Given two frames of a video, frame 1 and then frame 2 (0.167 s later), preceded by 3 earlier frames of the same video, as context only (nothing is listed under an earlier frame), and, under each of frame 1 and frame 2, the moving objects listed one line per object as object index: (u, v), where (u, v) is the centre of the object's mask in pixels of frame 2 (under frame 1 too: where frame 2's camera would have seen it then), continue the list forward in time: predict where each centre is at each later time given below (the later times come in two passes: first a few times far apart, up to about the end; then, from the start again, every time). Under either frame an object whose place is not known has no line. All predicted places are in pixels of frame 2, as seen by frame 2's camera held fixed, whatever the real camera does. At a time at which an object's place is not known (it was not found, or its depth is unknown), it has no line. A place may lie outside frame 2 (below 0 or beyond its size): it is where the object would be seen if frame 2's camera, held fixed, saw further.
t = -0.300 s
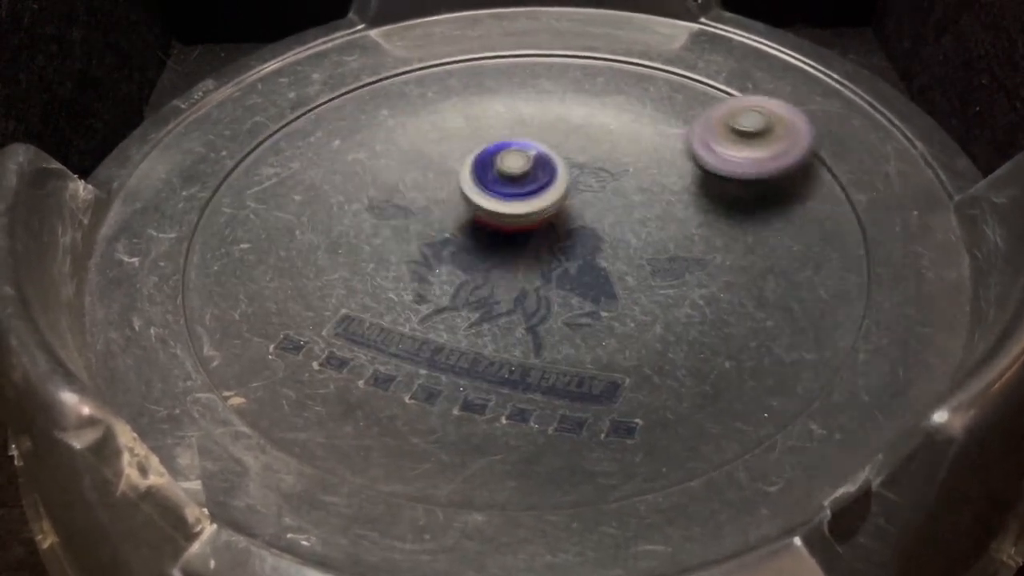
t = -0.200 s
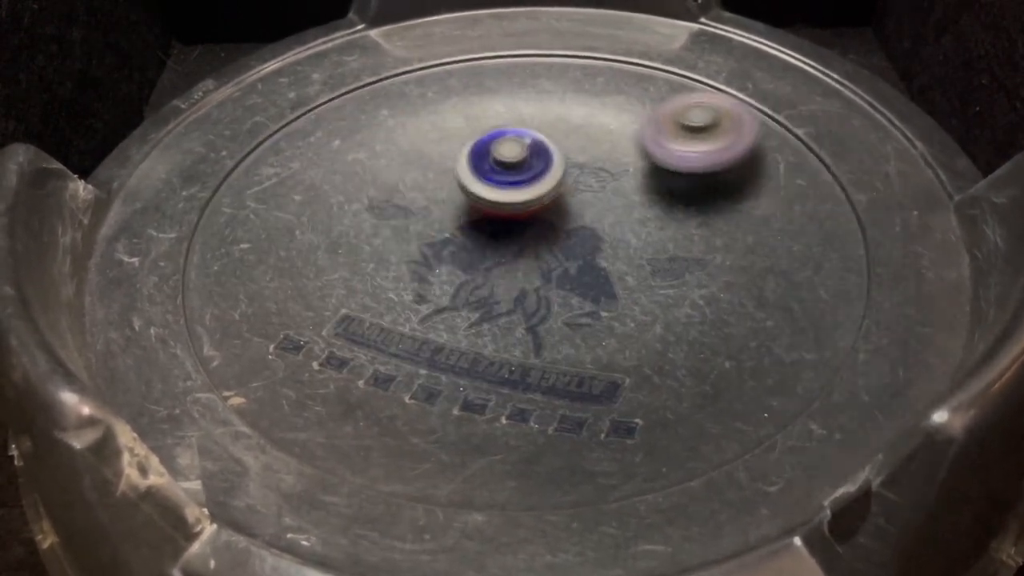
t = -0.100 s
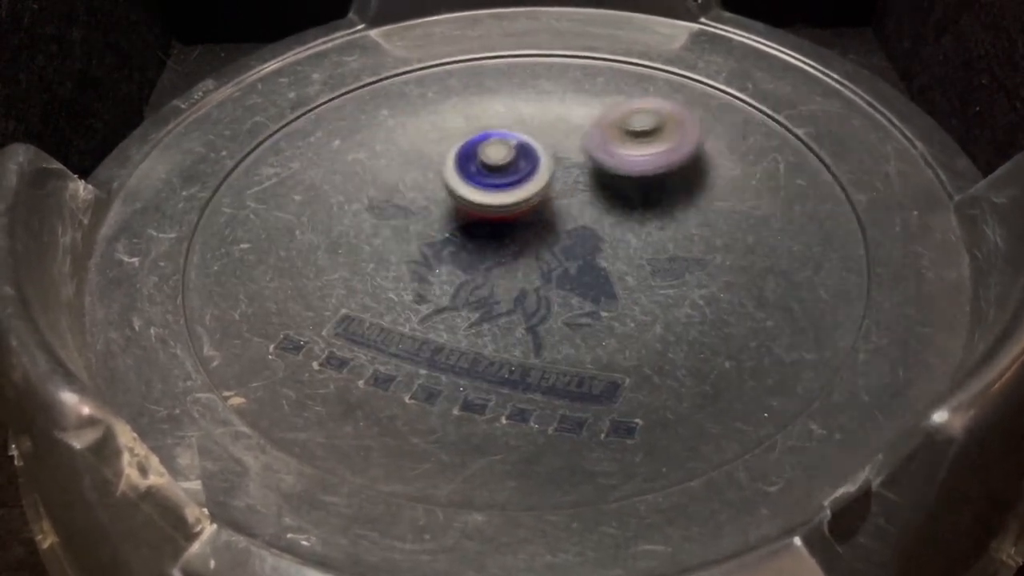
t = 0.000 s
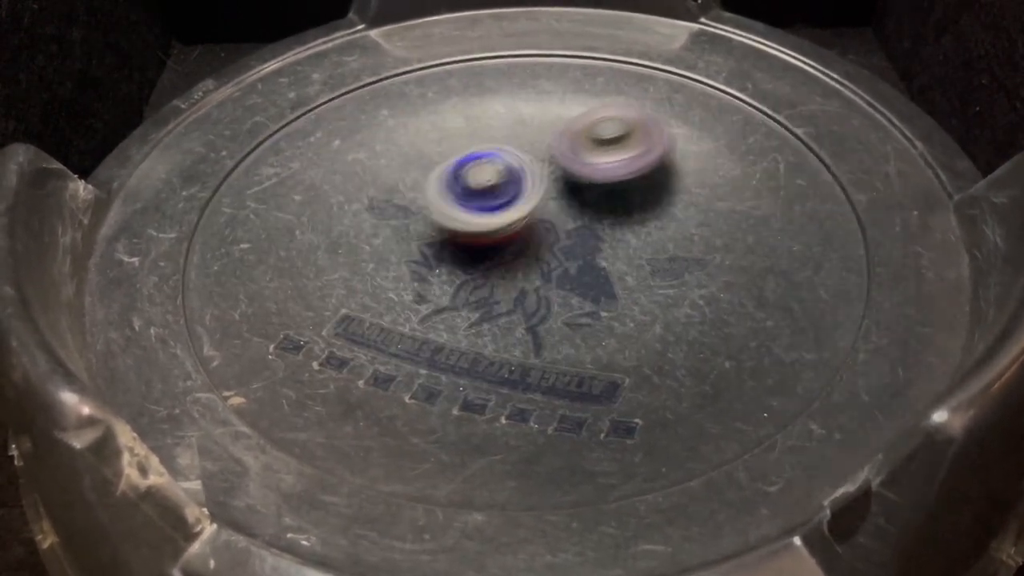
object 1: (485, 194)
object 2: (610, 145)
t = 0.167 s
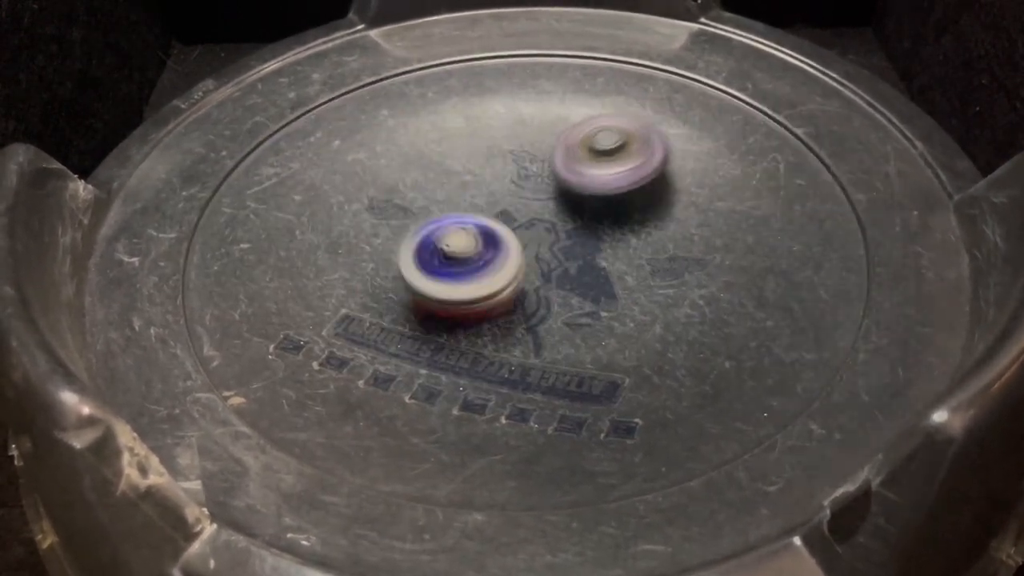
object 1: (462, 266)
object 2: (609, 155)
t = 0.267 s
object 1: (520, 289)
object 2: (575, 173)
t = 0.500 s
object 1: (670, 249)
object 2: (487, 212)
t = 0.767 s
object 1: (628, 172)
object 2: (397, 290)
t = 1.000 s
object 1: (481, 240)
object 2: (479, 360)
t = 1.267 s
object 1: (462, 305)
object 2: (621, 379)
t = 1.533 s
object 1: (497, 261)
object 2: (674, 296)
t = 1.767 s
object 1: (398, 240)
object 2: (611, 238)
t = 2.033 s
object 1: (363, 299)
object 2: (604, 160)
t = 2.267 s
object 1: (458, 350)
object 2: (503, 71)
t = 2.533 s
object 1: (546, 223)
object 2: (349, 116)
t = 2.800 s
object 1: (440, 142)
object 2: (313, 230)
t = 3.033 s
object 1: (399, 205)
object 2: (410, 305)
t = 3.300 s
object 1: (552, 196)
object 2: (603, 329)
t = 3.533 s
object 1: (567, 147)
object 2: (682, 260)
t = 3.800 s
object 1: (521, 219)
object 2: (666, 205)
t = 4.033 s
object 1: (512, 306)
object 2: (650, 173)
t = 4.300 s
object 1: (612, 276)
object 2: (580, 175)
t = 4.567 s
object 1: (525, 268)
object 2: (482, 171)
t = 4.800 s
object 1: (479, 299)
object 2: (433, 214)
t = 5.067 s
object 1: (538, 289)
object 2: (407, 246)
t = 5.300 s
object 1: (552, 226)
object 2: (407, 269)
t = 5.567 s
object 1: (461, 202)
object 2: (430, 292)
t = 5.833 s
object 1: (461, 152)
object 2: (480, 383)
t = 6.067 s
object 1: (486, 203)
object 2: (563, 355)
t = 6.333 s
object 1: (589, 208)
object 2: (605, 310)
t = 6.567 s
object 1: (566, 169)
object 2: (595, 271)
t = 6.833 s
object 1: (470, 162)
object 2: (571, 283)
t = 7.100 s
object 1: (438, 244)
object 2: (574, 265)
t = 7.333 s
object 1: (431, 288)
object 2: (599, 251)
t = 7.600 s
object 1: (510, 291)
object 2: (595, 215)
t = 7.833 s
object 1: (507, 280)
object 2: (563, 184)
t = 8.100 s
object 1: (479, 264)
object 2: (526, 161)
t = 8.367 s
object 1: (478, 257)
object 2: (490, 168)
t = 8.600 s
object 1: (508, 277)
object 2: (480, 159)
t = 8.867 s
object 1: (553, 278)
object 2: (464, 191)
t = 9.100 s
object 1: (560, 255)
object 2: (459, 212)
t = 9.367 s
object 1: (591, 252)
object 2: (454, 233)
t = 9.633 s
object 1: (585, 249)
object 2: (457, 256)
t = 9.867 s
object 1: (588, 239)
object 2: (463, 271)
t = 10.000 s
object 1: (581, 231)
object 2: (464, 278)
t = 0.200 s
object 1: (477, 277)
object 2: (598, 160)
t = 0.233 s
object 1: (498, 283)
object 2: (587, 166)
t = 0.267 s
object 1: (520, 289)
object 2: (575, 173)
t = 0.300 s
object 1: (541, 290)
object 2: (565, 180)
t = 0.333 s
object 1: (567, 288)
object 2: (554, 187)
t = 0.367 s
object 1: (587, 283)
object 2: (544, 195)
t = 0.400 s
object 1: (606, 274)
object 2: (537, 202)
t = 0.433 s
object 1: (621, 263)
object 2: (529, 210)
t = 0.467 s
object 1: (637, 253)
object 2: (517, 216)
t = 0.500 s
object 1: (670, 249)
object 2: (487, 212)
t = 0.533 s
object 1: (690, 240)
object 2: (460, 211)
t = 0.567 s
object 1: (701, 228)
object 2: (441, 214)
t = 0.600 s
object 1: (703, 216)
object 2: (427, 221)
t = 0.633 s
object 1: (700, 205)
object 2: (416, 233)
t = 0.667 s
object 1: (690, 191)
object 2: (408, 247)
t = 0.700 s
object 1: (674, 181)
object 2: (403, 261)
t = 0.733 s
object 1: (655, 175)
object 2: (398, 275)
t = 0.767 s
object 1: (628, 172)
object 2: (397, 290)
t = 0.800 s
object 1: (602, 173)
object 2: (400, 304)
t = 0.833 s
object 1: (577, 179)
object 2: (406, 316)
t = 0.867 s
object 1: (552, 188)
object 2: (415, 328)
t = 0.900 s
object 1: (530, 198)
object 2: (429, 339)
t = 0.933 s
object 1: (510, 210)
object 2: (445, 348)
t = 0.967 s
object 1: (495, 225)
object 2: (463, 355)
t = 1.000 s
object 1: (481, 240)
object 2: (479, 360)
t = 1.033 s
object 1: (472, 256)
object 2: (493, 363)
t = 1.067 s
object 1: (467, 269)
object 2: (506, 365)
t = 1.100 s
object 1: (462, 273)
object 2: (526, 378)
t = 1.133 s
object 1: (458, 273)
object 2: (550, 390)
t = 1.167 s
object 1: (455, 278)
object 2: (572, 395)
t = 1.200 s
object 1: (453, 287)
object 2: (591, 392)
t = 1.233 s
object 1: (455, 297)
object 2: (607, 387)
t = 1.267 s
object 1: (462, 305)
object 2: (621, 379)
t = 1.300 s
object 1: (476, 314)
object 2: (632, 368)
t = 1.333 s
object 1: (491, 317)
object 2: (640, 357)
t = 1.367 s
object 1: (509, 315)
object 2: (646, 347)
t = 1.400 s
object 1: (514, 306)
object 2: (664, 338)
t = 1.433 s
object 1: (516, 296)
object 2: (672, 327)
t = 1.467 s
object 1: (513, 285)
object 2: (676, 317)
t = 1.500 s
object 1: (505, 272)
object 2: (676, 306)
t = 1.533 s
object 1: (497, 261)
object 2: (674, 296)
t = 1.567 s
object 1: (483, 252)
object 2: (671, 285)
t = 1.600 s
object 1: (468, 245)
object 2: (665, 275)
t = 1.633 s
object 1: (450, 238)
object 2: (657, 266)
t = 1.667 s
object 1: (434, 236)
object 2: (647, 258)
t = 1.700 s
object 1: (420, 235)
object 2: (636, 251)
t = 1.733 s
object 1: (407, 237)
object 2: (625, 244)
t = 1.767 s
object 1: (398, 240)
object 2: (611, 238)
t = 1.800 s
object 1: (394, 246)
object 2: (598, 233)
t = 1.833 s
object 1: (395, 251)
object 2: (586, 229)
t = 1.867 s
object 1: (400, 257)
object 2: (572, 225)
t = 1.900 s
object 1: (411, 262)
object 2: (558, 222)
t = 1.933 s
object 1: (424, 263)
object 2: (545, 220)
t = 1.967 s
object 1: (434, 264)
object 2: (537, 216)
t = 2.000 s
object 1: (396, 281)
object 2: (570, 189)
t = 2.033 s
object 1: (363, 299)
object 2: (604, 160)
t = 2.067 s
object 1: (346, 315)
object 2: (627, 135)
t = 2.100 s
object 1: (343, 328)
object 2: (635, 111)
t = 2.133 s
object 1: (352, 338)
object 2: (623, 96)
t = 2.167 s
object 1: (371, 347)
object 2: (599, 85)
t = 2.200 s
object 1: (400, 354)
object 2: (565, 78)
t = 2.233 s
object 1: (429, 354)
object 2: (534, 72)
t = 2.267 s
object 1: (458, 350)
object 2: (503, 71)
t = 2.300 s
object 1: (486, 342)
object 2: (477, 71)
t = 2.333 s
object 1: (510, 329)
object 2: (454, 73)
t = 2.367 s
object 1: (530, 309)
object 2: (431, 77)
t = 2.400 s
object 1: (543, 292)
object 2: (412, 82)
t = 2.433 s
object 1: (551, 274)
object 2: (394, 89)
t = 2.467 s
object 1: (552, 257)
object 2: (378, 96)
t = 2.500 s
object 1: (550, 240)
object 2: (364, 105)
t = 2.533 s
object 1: (546, 223)
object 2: (349, 116)
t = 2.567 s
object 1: (537, 205)
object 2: (337, 128)
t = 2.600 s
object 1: (529, 192)
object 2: (325, 141)
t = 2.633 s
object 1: (517, 179)
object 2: (317, 154)
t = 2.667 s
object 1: (504, 167)
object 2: (310, 169)
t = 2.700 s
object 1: (489, 158)
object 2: (307, 184)
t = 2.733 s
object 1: (473, 149)
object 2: (306, 200)
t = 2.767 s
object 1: (456, 144)
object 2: (307, 216)
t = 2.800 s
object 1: (440, 142)
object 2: (313, 230)
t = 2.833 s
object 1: (424, 143)
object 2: (321, 244)
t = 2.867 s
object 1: (408, 146)
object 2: (332, 257)
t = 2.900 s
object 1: (396, 154)
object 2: (343, 270)
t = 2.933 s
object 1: (388, 164)
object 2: (358, 280)
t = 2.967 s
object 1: (386, 177)
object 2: (373, 289)
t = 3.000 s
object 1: (390, 193)
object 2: (391, 297)
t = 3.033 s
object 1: (399, 205)
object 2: (410, 305)
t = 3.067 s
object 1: (414, 214)
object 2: (429, 313)
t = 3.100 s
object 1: (433, 218)
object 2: (451, 329)
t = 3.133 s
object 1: (454, 218)
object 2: (477, 339)
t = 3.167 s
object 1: (475, 219)
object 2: (502, 342)
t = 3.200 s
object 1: (498, 214)
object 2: (530, 342)
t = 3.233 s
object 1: (518, 210)
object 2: (556, 341)
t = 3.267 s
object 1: (537, 203)
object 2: (581, 336)
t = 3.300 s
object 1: (552, 196)
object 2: (603, 329)
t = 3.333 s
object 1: (565, 188)
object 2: (623, 320)
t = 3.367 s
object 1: (574, 179)
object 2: (641, 310)
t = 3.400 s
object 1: (579, 170)
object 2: (655, 300)
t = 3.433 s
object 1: (582, 160)
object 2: (666, 290)
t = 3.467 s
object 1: (580, 153)
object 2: (674, 280)
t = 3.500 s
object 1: (574, 148)
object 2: (680, 270)
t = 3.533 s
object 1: (567, 147)
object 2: (682, 260)
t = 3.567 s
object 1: (560, 148)
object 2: (683, 251)
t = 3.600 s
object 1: (550, 151)
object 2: (681, 242)
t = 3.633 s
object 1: (540, 159)
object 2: (679, 234)
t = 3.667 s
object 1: (533, 169)
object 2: (675, 228)
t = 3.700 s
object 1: (527, 180)
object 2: (671, 221)
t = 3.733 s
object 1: (526, 193)
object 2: (665, 216)
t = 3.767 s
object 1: (528, 206)
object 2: (659, 211)
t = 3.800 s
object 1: (521, 219)
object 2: (666, 205)
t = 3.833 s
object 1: (502, 232)
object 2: (681, 198)
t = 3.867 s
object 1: (491, 246)
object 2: (685, 193)
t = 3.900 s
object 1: (488, 260)
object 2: (681, 187)
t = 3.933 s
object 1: (489, 273)
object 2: (674, 183)
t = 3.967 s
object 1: (493, 286)
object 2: (667, 179)
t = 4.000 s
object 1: (501, 297)
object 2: (659, 175)
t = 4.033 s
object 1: (512, 306)
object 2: (650, 173)
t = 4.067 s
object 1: (525, 313)
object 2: (643, 171)
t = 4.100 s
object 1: (542, 317)
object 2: (633, 169)
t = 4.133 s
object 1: (560, 320)
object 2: (624, 169)
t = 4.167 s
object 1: (578, 318)
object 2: (615, 170)
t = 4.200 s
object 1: (592, 313)
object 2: (607, 170)
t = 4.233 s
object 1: (604, 302)
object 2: (597, 171)
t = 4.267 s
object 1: (611, 289)
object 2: (589, 174)
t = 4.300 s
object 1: (612, 276)
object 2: (580, 175)
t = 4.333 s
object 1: (608, 263)
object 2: (571, 178)
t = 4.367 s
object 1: (599, 254)
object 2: (562, 178)
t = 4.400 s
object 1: (592, 259)
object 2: (547, 167)
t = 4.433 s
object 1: (579, 260)
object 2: (533, 159)
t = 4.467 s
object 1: (566, 262)
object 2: (519, 159)
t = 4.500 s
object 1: (551, 263)
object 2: (505, 162)
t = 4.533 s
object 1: (538, 265)
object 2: (493, 166)
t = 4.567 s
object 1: (525, 268)
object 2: (482, 171)
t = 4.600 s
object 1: (513, 272)
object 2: (472, 177)
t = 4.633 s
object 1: (502, 277)
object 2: (465, 183)
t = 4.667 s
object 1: (493, 282)
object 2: (456, 190)
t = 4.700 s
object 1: (485, 286)
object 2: (450, 195)
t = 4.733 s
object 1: (480, 291)
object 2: (444, 202)
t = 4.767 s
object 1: (478, 295)
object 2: (438, 208)
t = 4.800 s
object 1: (479, 299)
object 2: (433, 214)
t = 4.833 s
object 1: (481, 301)
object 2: (429, 220)
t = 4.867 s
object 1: (485, 301)
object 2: (426, 226)
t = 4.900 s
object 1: (489, 301)
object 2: (423, 231)
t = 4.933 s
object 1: (498, 302)
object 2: (419, 234)
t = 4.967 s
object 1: (506, 301)
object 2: (416, 239)
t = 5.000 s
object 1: (515, 298)
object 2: (416, 242)
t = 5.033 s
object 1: (522, 292)
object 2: (414, 247)
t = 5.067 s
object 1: (538, 289)
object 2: (407, 246)
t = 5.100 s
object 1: (551, 283)
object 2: (402, 248)
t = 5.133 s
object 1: (560, 276)
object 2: (401, 251)
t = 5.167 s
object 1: (565, 267)
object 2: (401, 255)
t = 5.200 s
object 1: (567, 256)
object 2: (402, 259)
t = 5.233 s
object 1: (565, 245)
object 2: (403, 263)
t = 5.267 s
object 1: (559, 235)
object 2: (405, 266)
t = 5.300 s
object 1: (552, 226)
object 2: (407, 269)
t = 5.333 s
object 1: (542, 218)
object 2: (409, 273)
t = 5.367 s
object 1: (530, 211)
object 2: (413, 275)
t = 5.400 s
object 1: (516, 207)
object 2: (417, 277)
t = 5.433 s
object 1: (502, 205)
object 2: (420, 280)
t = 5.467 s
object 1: (490, 202)
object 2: (422, 283)
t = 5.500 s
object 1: (480, 200)
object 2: (422, 288)
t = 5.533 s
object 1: (470, 201)
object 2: (426, 290)
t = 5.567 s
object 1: (461, 202)
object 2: (430, 292)
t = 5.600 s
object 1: (455, 204)
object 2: (434, 296)
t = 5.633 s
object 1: (465, 186)
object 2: (423, 323)
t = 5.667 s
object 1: (473, 170)
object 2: (415, 351)
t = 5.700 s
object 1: (477, 161)
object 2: (416, 366)
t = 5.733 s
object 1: (477, 155)
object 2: (427, 377)
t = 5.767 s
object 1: (473, 152)
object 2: (442, 382)
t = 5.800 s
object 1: (467, 151)
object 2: (461, 384)
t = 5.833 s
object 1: (461, 152)
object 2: (480, 383)
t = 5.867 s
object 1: (458, 155)
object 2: (497, 382)
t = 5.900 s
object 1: (456, 161)
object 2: (512, 379)
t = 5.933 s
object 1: (456, 169)
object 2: (526, 376)
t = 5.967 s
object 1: (459, 175)
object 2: (537, 372)
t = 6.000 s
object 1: (465, 184)
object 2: (546, 367)
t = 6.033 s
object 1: (473, 193)
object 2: (555, 362)
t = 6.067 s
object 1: (486, 203)
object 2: (563, 355)
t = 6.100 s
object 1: (499, 209)
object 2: (571, 348)
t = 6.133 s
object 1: (513, 216)
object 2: (577, 341)
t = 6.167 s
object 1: (527, 222)
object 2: (583, 333)
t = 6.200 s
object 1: (542, 229)
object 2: (588, 326)
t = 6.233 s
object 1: (559, 227)
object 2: (592, 320)
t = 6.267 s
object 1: (572, 222)
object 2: (599, 321)
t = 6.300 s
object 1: (581, 216)
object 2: (603, 317)
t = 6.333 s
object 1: (589, 208)
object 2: (605, 310)
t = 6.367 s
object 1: (595, 200)
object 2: (606, 303)
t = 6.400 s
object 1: (597, 193)
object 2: (607, 295)
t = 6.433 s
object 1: (595, 188)
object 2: (607, 287)
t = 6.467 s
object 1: (592, 182)
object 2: (605, 280)
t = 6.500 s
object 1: (585, 178)
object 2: (602, 273)
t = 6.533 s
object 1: (577, 175)
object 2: (599, 266)
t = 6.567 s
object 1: (566, 169)
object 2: (595, 271)
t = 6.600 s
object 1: (556, 153)
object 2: (590, 286)
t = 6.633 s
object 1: (543, 144)
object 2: (584, 295)
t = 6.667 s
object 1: (530, 143)
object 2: (578, 297)
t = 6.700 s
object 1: (518, 144)
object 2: (575, 296)
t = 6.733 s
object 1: (506, 143)
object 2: (574, 293)
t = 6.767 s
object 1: (492, 149)
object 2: (573, 290)
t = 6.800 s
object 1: (480, 155)
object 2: (572, 287)
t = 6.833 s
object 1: (470, 162)
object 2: (571, 283)
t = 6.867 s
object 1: (462, 173)
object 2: (571, 280)
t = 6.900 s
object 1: (455, 185)
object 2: (569, 277)
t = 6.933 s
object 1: (452, 196)
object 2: (567, 274)
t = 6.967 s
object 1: (451, 207)
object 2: (565, 270)
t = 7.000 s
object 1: (451, 220)
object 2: (563, 268)
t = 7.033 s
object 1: (445, 226)
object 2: (569, 268)
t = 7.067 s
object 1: (444, 236)
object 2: (570, 267)
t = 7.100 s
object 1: (438, 244)
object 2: (574, 265)
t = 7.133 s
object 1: (423, 249)
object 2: (593, 267)
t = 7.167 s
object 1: (416, 254)
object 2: (602, 266)
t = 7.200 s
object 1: (415, 263)
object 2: (603, 263)
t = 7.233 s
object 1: (416, 270)
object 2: (603, 260)
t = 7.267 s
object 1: (417, 277)
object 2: (602, 257)
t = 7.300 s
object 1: (424, 283)
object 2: (601, 254)
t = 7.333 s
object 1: (431, 288)
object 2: (599, 251)
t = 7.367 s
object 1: (442, 293)
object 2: (598, 248)
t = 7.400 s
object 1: (455, 296)
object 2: (596, 245)
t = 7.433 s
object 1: (469, 297)
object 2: (594, 243)
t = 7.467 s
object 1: (484, 295)
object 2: (592, 239)
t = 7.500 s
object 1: (495, 294)
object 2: (591, 235)
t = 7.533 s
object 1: (506, 291)
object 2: (593, 230)
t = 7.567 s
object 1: (511, 289)
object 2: (592, 225)
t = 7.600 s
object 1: (510, 291)
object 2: (595, 215)
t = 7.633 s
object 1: (507, 293)
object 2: (597, 207)
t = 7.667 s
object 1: (506, 295)
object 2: (594, 201)
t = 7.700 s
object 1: (507, 294)
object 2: (590, 196)
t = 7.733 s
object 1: (507, 293)
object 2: (584, 192)
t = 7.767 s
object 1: (508, 289)
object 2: (577, 190)
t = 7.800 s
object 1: (507, 285)
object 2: (569, 187)
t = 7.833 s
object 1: (507, 280)
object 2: (563, 184)
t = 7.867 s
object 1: (506, 275)
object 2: (556, 183)
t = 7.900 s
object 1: (505, 269)
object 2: (549, 181)
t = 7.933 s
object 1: (504, 263)
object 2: (544, 180)
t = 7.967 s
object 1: (502, 257)
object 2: (539, 178)
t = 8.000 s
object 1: (499, 254)
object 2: (535, 176)
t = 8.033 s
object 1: (490, 259)
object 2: (535, 168)
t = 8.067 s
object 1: (484, 262)
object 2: (531, 163)
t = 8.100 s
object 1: (479, 264)
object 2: (526, 161)
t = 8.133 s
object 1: (476, 264)
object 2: (520, 161)
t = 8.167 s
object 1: (474, 265)
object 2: (514, 161)
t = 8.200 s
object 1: (473, 264)
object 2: (509, 161)
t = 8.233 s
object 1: (472, 264)
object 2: (503, 162)
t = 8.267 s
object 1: (473, 263)
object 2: (499, 163)
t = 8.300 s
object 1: (473, 262)
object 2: (496, 165)
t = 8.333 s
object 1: (476, 260)
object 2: (493, 166)
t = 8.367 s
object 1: (478, 257)
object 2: (490, 168)
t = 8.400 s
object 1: (482, 255)
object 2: (488, 169)
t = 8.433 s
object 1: (486, 252)
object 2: (486, 170)
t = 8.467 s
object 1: (490, 250)
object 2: (484, 170)
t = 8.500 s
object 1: (491, 258)
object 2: (482, 166)
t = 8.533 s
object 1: (496, 268)
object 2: (483, 157)
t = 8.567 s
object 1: (502, 272)
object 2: (483, 157)
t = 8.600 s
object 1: (508, 277)
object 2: (480, 159)
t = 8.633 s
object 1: (514, 280)
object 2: (477, 163)
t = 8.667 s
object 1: (521, 283)
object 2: (474, 166)
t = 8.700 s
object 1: (527, 284)
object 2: (471, 170)
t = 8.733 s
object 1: (534, 285)
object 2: (468, 173)
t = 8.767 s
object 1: (539, 284)
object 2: (466, 178)
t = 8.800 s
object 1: (545, 283)
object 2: (465, 182)
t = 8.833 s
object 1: (548, 281)
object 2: (464, 186)
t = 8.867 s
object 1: (553, 278)
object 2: (464, 191)
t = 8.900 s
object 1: (554, 275)
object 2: (464, 195)
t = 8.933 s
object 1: (556, 270)
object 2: (464, 199)
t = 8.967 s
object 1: (555, 267)
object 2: (464, 203)
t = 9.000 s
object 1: (556, 260)
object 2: (463, 207)
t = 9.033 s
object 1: (554, 258)
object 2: (461, 209)
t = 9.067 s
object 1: (559, 256)
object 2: (460, 210)
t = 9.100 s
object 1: (560, 255)
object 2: (459, 212)
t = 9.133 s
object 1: (564, 253)
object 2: (458, 214)
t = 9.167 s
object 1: (568, 253)
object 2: (457, 217)
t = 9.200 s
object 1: (570, 252)
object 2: (458, 220)
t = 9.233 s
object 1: (572, 252)
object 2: (458, 224)
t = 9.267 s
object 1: (576, 252)
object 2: (455, 226)
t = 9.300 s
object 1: (584, 253)
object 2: (454, 227)
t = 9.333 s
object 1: (586, 254)
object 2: (454, 230)
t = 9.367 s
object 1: (591, 252)
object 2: (454, 233)
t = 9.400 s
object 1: (591, 253)
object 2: (455, 236)
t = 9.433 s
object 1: (591, 252)
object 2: (456, 240)
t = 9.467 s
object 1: (588, 252)
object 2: (457, 244)
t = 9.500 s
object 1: (585, 251)
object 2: (458, 247)
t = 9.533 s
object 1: (589, 250)
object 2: (455, 249)
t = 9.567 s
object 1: (588, 250)
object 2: (455, 251)
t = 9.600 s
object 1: (588, 249)
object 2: (456, 254)
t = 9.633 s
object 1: (585, 249)
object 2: (457, 256)
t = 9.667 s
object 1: (589, 247)
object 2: (451, 258)
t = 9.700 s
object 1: (594, 246)
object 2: (451, 260)
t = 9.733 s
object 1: (595, 245)
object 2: (453, 262)
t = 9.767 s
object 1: (597, 243)
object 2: (455, 265)
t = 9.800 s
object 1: (594, 242)
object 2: (458, 267)
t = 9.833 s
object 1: (592, 239)
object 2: (460, 269)
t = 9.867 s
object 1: (588, 239)
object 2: (463, 271)
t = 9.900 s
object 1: (585, 238)
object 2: (462, 273)
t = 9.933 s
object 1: (585, 236)
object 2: (464, 275)
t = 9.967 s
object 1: (582, 235)
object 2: (464, 276)
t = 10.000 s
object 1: (581, 231)
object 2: (464, 278)
